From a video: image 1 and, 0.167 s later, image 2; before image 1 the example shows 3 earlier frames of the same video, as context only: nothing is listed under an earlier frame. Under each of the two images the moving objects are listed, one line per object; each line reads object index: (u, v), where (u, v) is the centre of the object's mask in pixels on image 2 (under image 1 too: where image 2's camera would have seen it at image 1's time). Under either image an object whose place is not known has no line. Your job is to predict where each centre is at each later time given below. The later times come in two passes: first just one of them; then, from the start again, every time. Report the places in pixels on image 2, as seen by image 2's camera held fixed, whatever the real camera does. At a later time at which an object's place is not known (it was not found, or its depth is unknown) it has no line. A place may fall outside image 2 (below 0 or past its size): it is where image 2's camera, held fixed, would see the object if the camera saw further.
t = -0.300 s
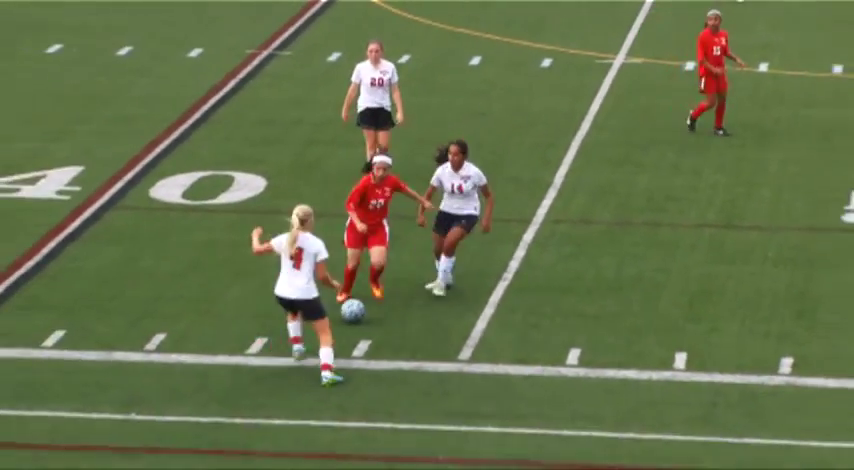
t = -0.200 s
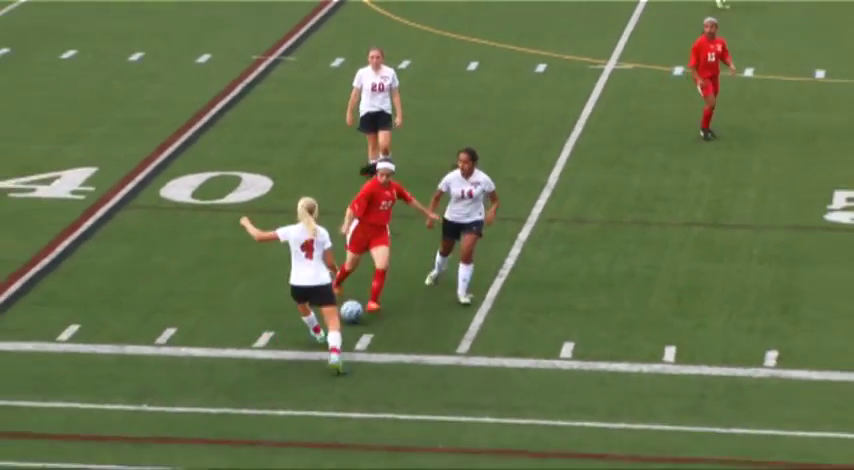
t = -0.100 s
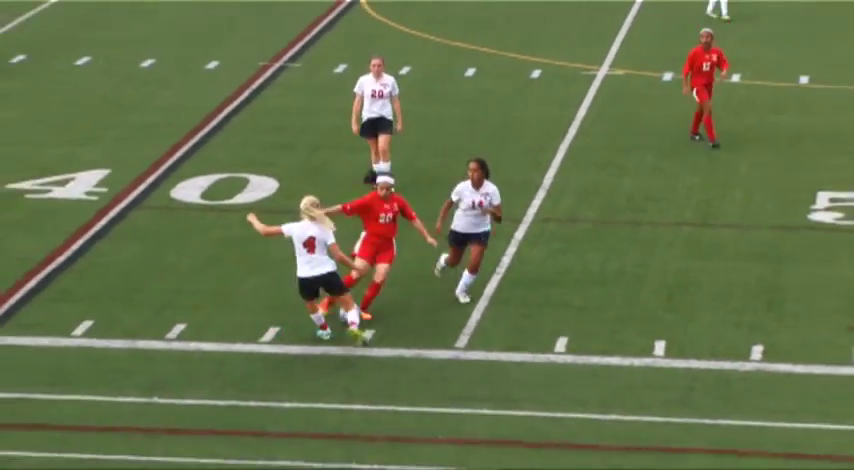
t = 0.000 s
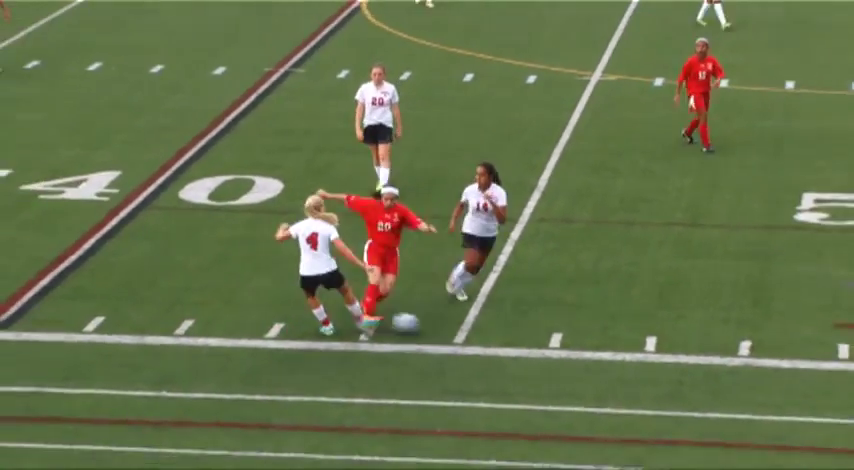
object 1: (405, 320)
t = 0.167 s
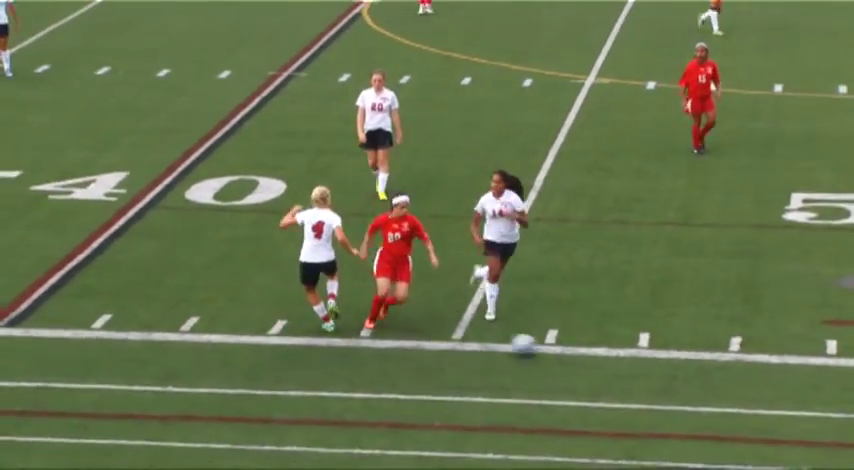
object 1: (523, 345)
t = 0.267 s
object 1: (591, 360)
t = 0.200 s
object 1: (546, 351)
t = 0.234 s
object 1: (569, 356)
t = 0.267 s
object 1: (591, 360)
